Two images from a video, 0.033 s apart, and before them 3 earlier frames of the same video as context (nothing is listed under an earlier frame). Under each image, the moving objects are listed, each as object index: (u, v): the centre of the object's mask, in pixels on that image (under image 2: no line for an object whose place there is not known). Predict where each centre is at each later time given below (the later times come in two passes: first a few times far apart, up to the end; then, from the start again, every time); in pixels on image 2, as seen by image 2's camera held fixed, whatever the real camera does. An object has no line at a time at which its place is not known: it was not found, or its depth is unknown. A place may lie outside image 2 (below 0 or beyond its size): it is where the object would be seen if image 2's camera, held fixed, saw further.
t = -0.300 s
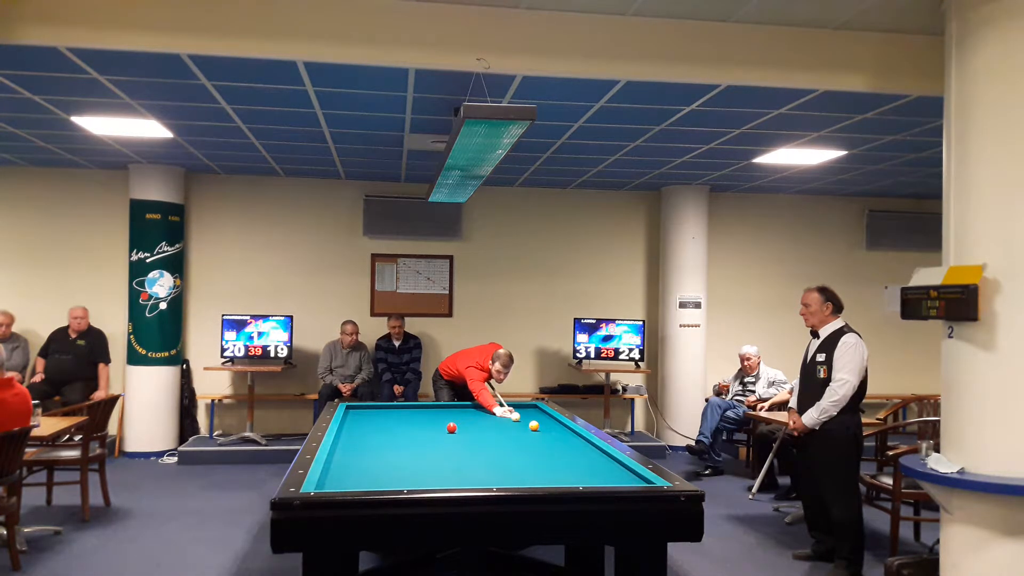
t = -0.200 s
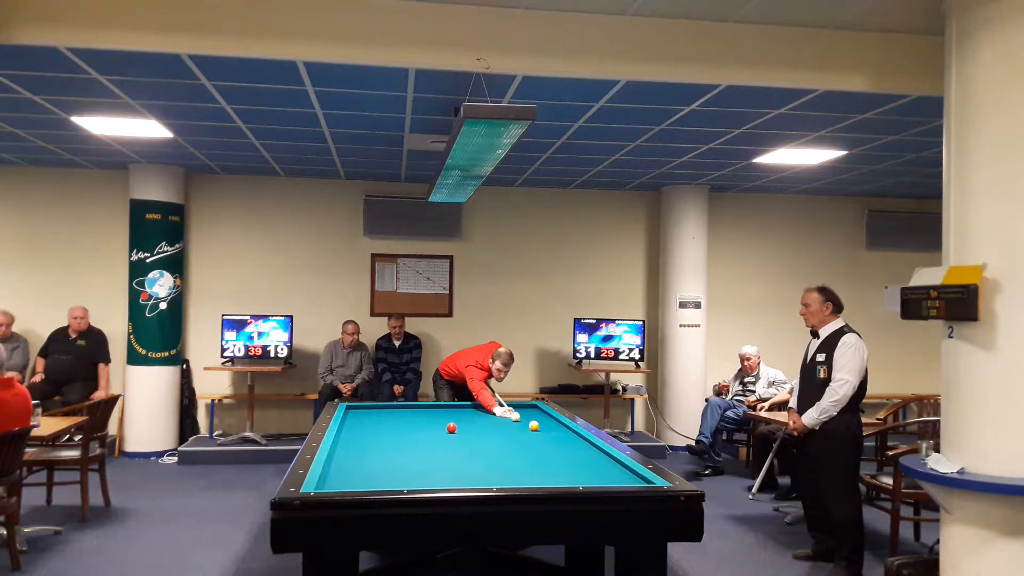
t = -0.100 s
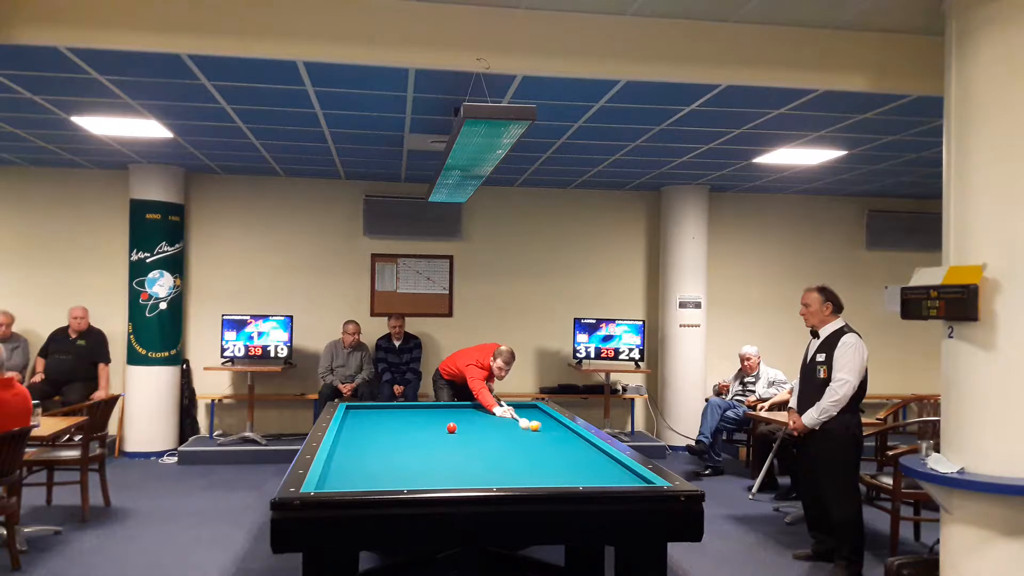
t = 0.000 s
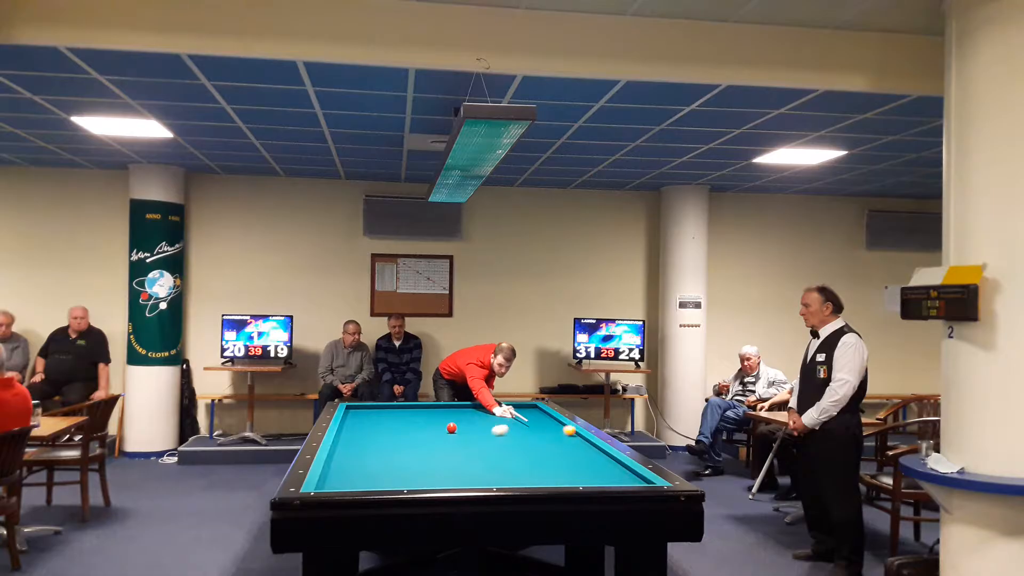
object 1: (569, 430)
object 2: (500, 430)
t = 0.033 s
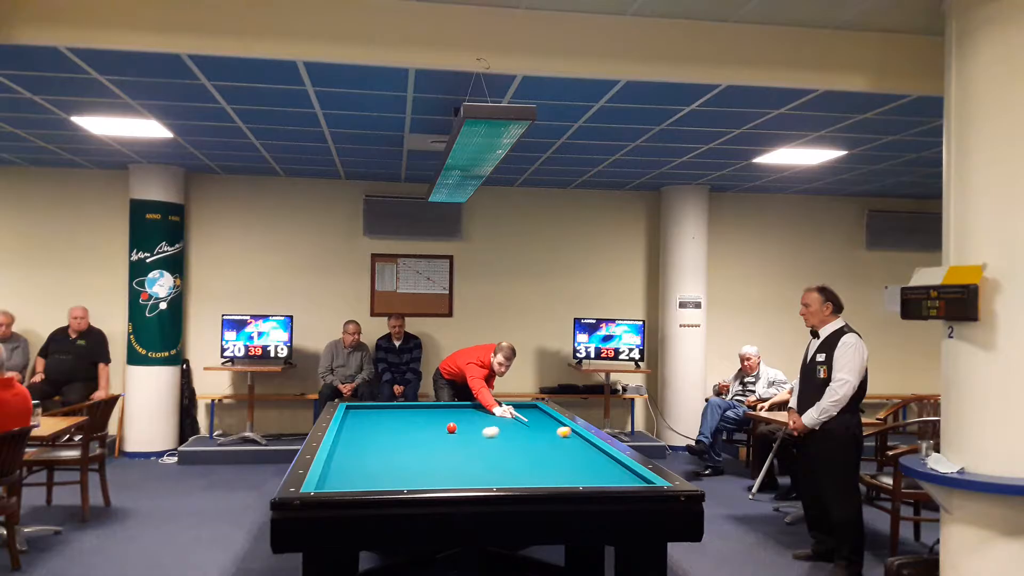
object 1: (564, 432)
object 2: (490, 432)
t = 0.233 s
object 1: (525, 439)
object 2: (431, 444)
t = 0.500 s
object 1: (476, 449)
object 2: (347, 459)
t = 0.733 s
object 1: (428, 459)
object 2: (370, 472)
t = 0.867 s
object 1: (397, 465)
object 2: (395, 480)
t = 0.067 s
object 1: (557, 433)
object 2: (481, 434)
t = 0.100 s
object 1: (550, 434)
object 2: (471, 436)
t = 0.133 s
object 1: (544, 436)
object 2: (461, 438)
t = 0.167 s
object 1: (537, 437)
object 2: (451, 440)
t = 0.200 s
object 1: (531, 438)
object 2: (441, 442)
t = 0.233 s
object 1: (525, 439)
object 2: (431, 444)
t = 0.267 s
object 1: (519, 441)
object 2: (421, 446)
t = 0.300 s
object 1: (513, 442)
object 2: (410, 448)
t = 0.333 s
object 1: (507, 443)
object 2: (400, 450)
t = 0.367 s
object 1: (501, 444)
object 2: (389, 452)
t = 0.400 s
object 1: (495, 445)
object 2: (379, 453)
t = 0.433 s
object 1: (489, 446)
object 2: (368, 455)
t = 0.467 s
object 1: (483, 448)
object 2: (358, 457)
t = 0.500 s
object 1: (476, 449)
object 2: (347, 459)
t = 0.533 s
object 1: (470, 450)
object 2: (336, 461)
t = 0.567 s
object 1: (463, 452)
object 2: (333, 463)
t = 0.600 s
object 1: (456, 453)
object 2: (341, 465)
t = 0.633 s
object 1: (449, 455)
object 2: (349, 466)
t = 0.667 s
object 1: (442, 456)
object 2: (356, 468)
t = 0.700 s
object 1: (435, 458)
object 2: (363, 470)
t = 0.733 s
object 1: (428, 459)
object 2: (370, 472)
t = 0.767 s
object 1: (420, 461)
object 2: (376, 474)
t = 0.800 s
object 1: (413, 462)
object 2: (382, 476)
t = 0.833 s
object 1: (405, 464)
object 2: (389, 478)
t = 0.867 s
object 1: (397, 465)
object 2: (395, 480)
